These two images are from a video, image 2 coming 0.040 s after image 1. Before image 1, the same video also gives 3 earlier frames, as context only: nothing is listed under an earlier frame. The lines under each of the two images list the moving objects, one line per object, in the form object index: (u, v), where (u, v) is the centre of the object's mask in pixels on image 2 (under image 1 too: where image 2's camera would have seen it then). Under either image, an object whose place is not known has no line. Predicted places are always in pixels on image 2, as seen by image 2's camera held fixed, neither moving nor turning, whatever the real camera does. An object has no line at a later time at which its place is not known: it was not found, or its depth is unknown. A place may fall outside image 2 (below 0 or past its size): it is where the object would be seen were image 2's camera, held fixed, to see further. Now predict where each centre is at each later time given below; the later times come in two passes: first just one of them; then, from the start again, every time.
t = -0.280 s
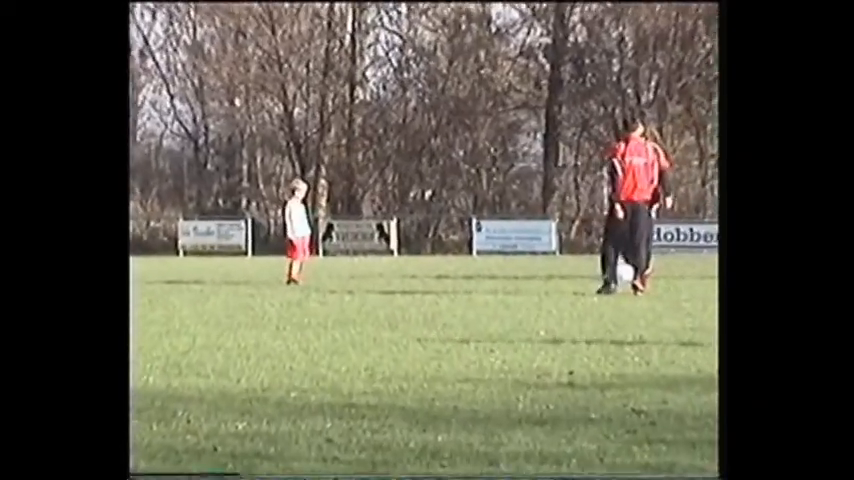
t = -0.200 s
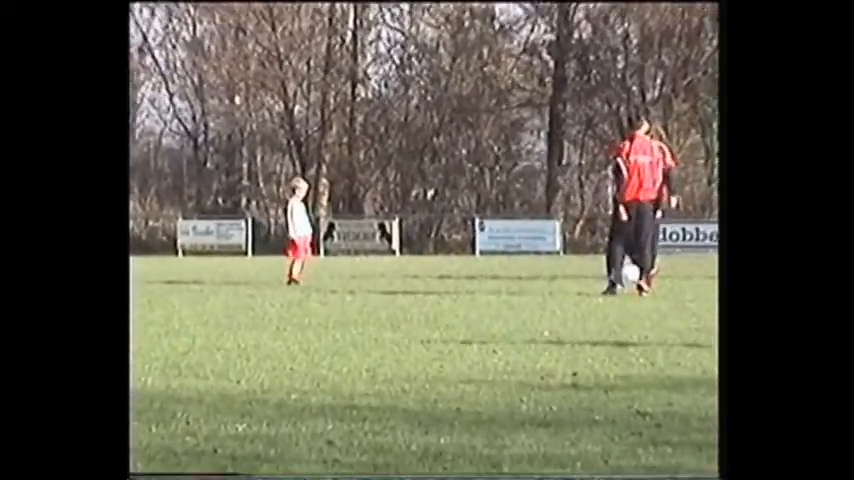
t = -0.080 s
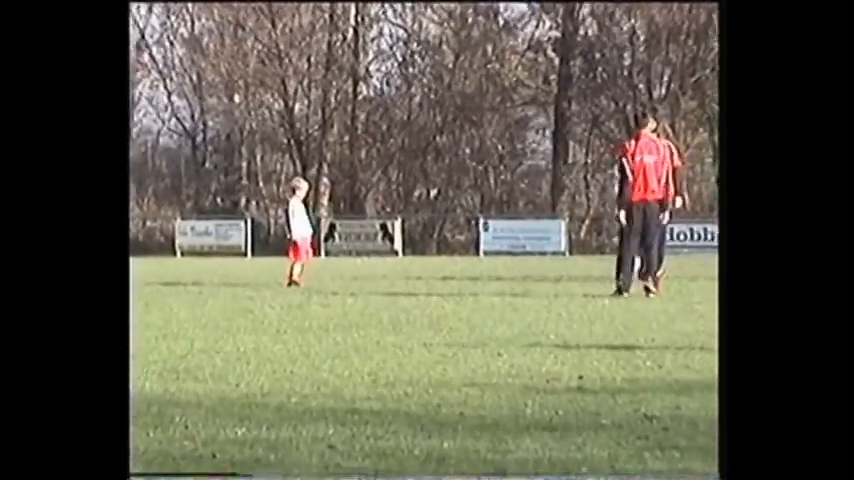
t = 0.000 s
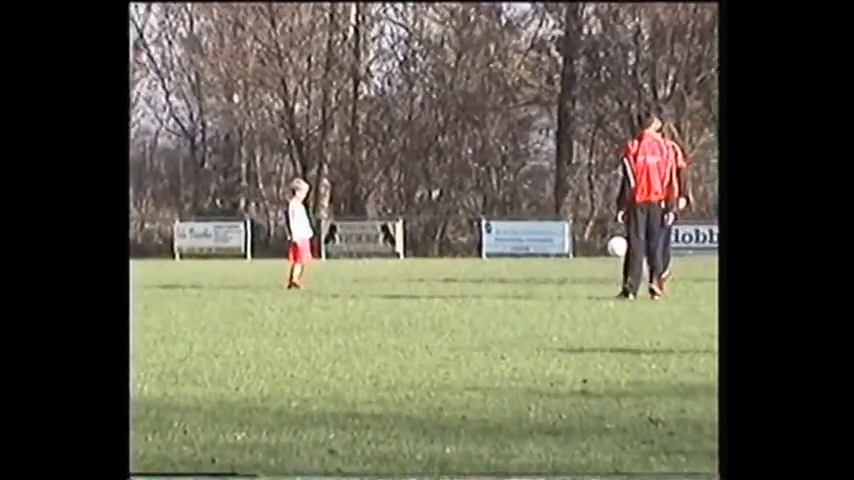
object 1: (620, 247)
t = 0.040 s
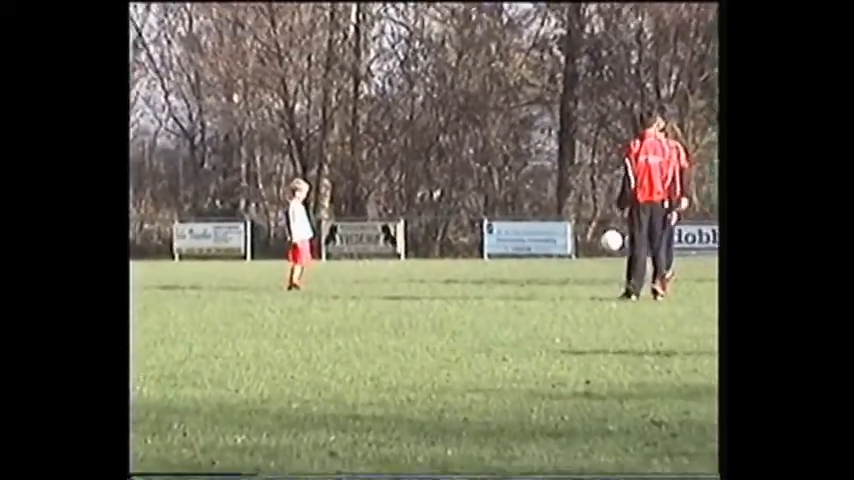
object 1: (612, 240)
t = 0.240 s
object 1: (569, 226)
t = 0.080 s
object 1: (604, 236)
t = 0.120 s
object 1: (595, 231)
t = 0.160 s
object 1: (586, 226)
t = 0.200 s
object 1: (579, 224)
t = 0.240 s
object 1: (569, 226)
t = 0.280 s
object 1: (562, 228)
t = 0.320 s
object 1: (551, 231)
